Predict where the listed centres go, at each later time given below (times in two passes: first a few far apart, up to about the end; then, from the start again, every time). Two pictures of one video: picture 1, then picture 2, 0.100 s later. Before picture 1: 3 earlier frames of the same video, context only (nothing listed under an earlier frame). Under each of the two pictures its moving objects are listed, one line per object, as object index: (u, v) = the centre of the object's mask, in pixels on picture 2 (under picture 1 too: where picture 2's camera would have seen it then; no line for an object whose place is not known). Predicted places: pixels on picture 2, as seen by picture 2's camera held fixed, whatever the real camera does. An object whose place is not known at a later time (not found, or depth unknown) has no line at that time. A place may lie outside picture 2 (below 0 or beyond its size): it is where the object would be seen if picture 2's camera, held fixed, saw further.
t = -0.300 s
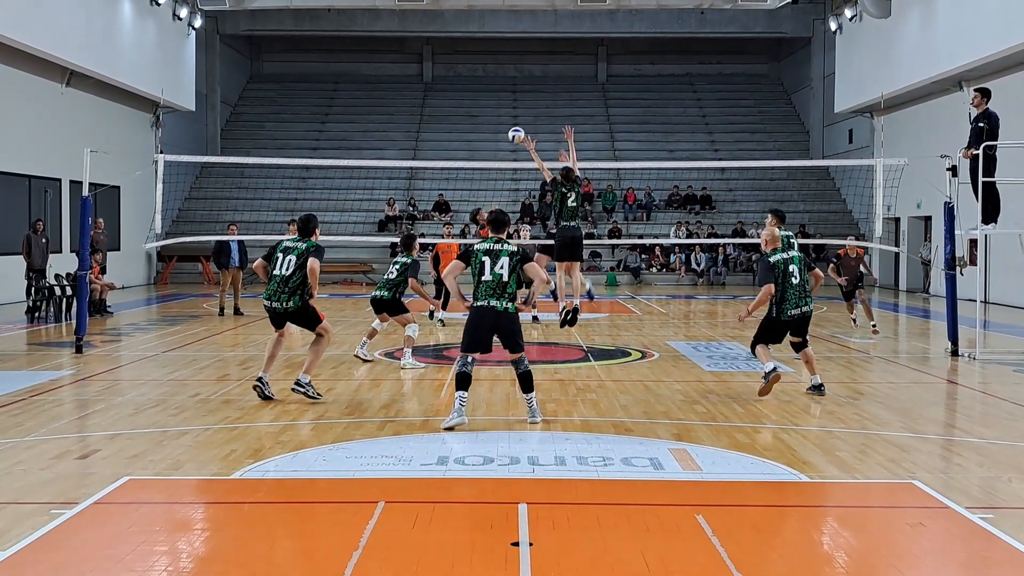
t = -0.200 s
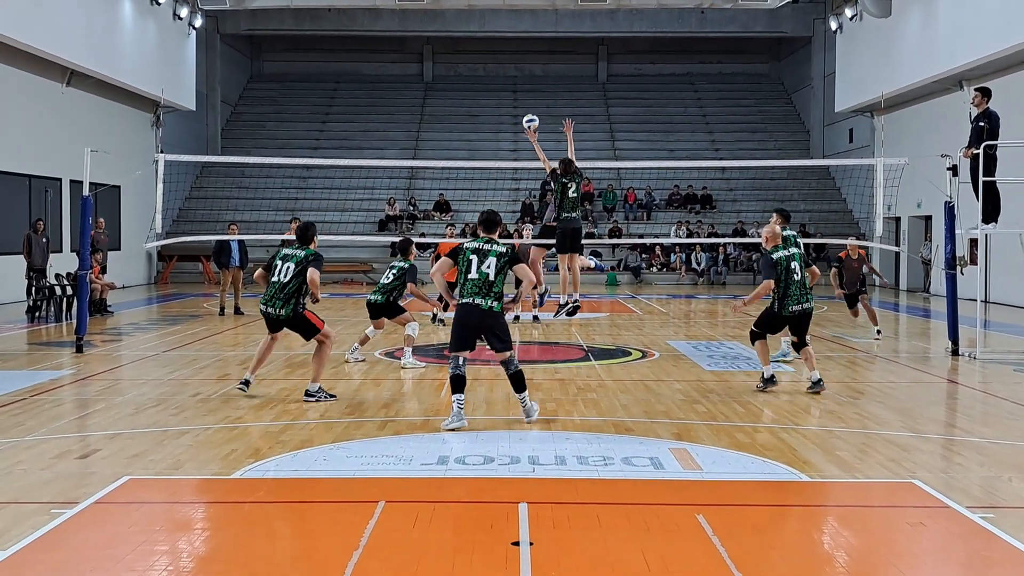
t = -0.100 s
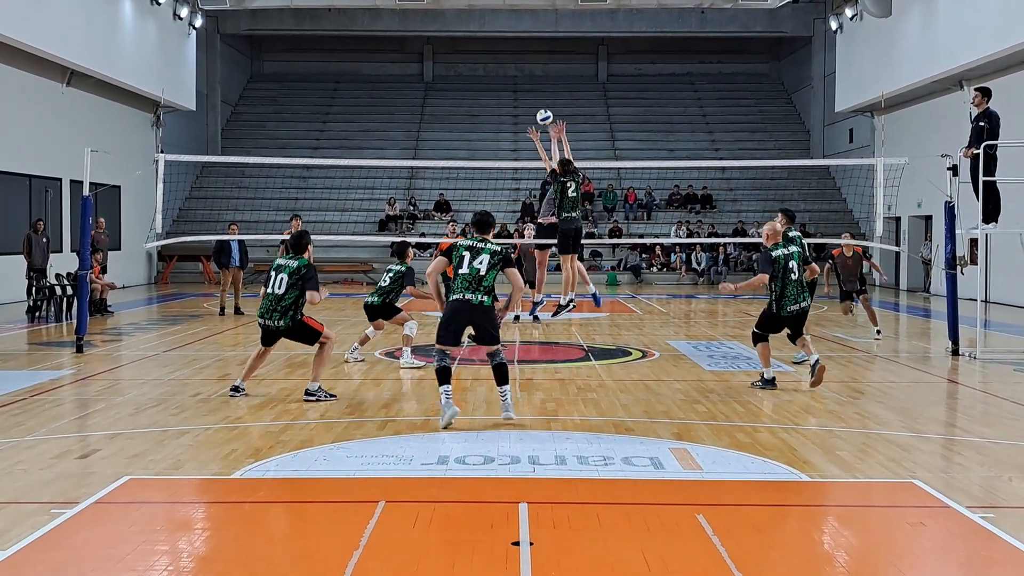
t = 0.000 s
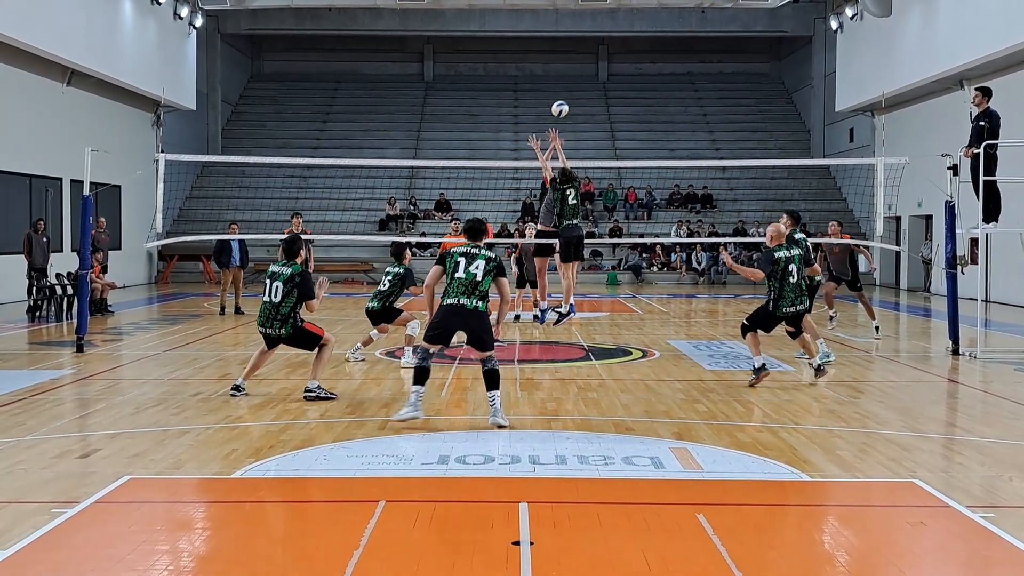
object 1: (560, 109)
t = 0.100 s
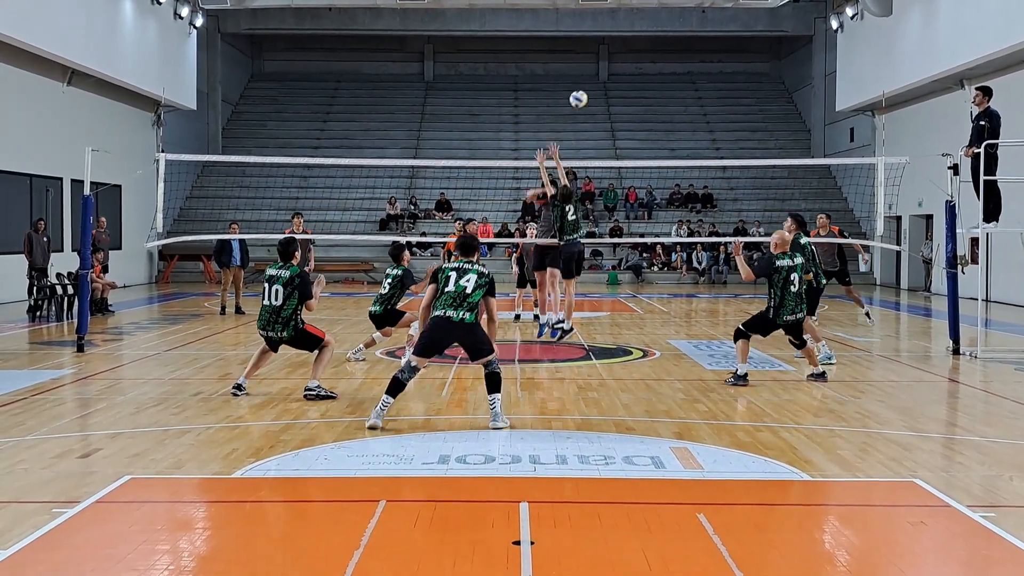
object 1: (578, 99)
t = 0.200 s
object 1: (597, 97)
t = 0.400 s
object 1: (638, 117)
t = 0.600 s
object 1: (685, 180)
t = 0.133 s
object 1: (584, 98)
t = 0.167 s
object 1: (591, 97)
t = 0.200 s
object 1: (597, 97)
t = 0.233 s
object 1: (604, 97)
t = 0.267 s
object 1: (610, 99)
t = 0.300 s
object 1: (617, 102)
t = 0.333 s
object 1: (624, 106)
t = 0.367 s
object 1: (631, 111)
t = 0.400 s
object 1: (638, 117)
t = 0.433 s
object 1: (645, 124)
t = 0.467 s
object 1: (653, 133)
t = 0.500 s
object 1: (661, 143)
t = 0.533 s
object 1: (668, 153)
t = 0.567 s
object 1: (677, 166)
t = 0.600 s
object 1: (685, 180)
